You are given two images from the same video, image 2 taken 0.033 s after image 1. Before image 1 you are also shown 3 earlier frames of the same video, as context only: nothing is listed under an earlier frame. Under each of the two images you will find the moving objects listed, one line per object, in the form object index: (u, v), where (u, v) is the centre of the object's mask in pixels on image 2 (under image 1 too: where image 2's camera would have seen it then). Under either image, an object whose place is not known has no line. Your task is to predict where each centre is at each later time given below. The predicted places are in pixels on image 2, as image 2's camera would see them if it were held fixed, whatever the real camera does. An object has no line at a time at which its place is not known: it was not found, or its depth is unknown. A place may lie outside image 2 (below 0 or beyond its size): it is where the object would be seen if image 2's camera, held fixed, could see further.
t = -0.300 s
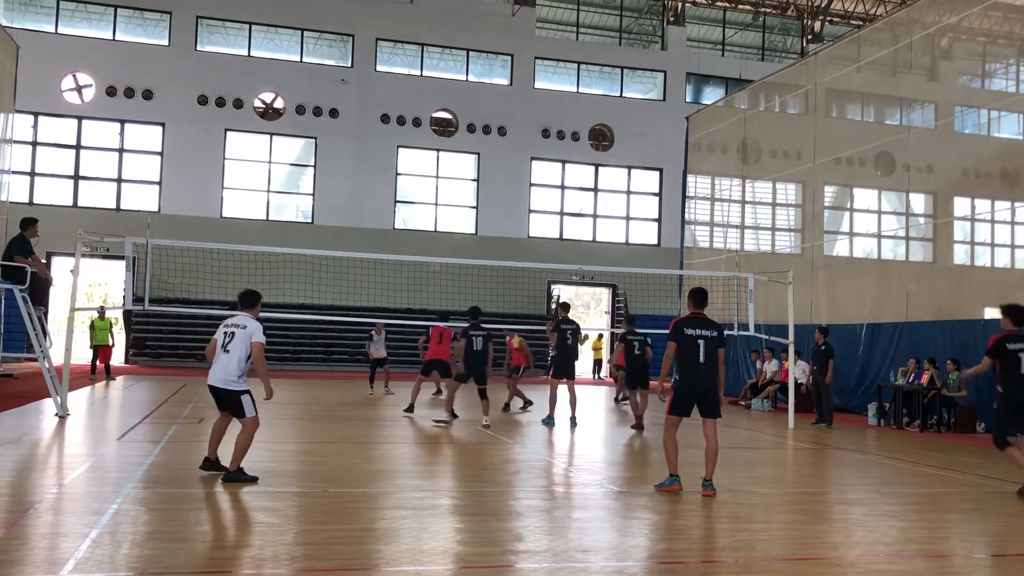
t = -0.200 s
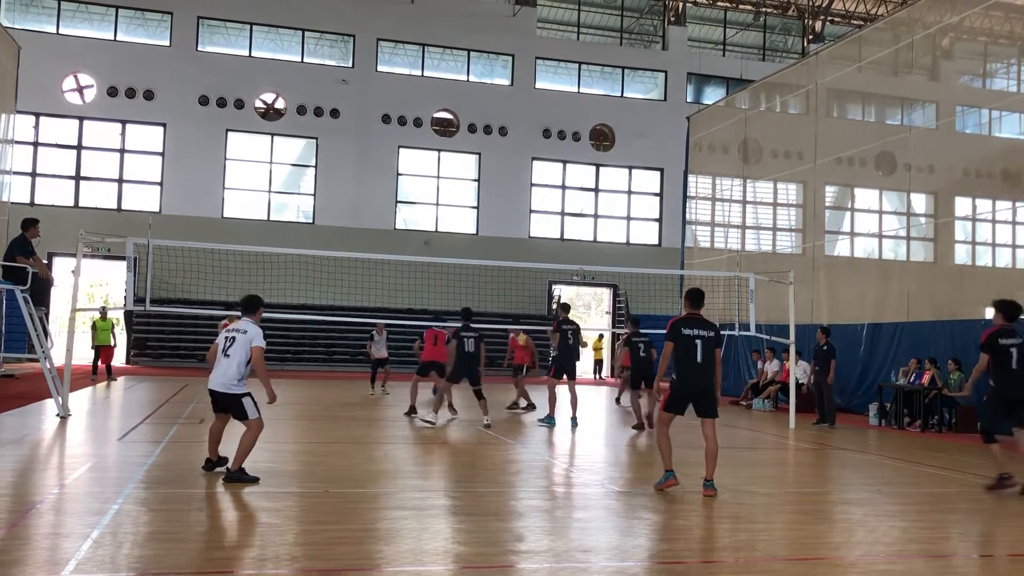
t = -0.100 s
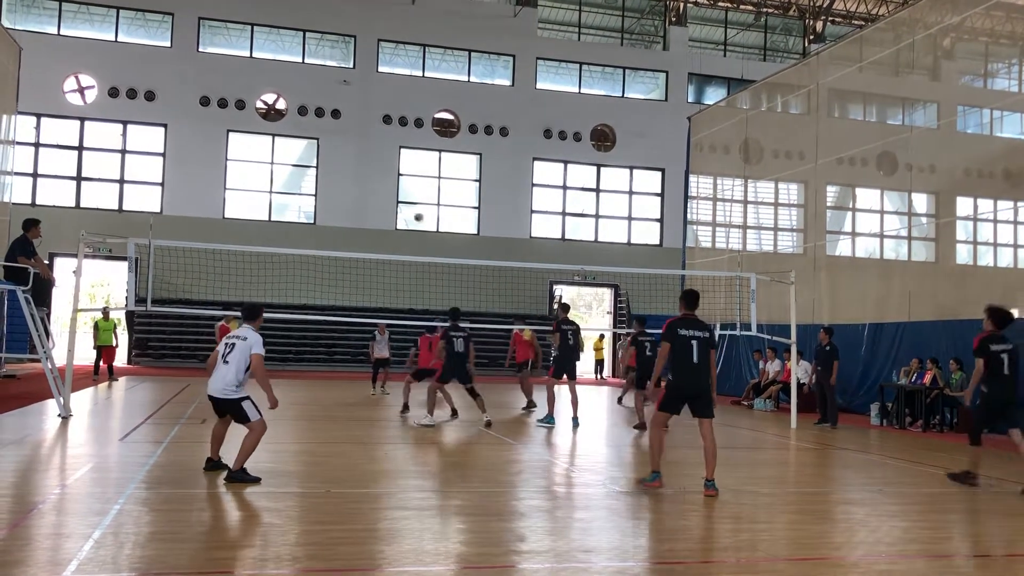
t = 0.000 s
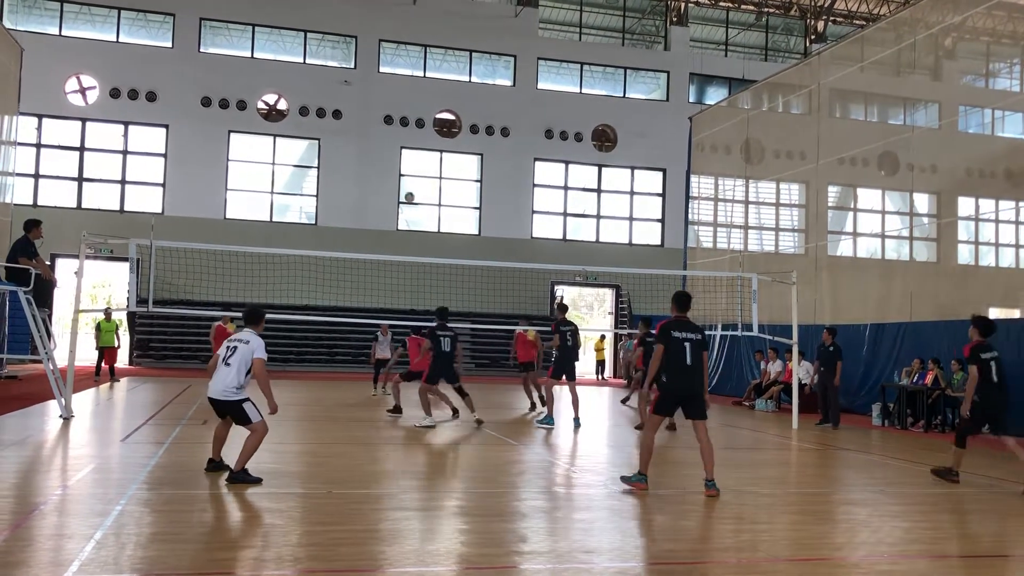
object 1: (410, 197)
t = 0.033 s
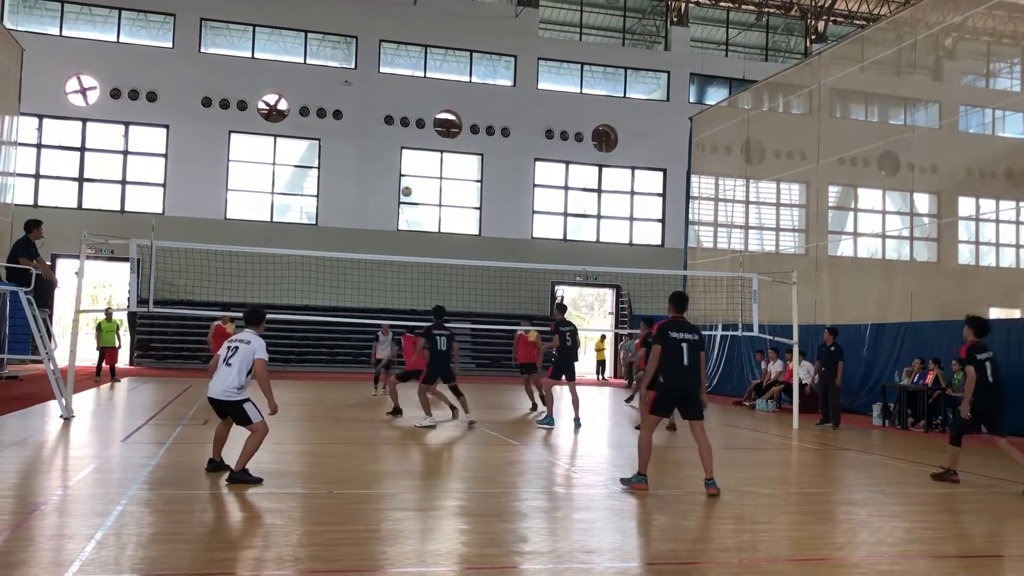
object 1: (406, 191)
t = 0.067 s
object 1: (403, 187)
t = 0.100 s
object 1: (400, 183)
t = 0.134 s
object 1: (396, 179)
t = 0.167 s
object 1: (393, 175)
